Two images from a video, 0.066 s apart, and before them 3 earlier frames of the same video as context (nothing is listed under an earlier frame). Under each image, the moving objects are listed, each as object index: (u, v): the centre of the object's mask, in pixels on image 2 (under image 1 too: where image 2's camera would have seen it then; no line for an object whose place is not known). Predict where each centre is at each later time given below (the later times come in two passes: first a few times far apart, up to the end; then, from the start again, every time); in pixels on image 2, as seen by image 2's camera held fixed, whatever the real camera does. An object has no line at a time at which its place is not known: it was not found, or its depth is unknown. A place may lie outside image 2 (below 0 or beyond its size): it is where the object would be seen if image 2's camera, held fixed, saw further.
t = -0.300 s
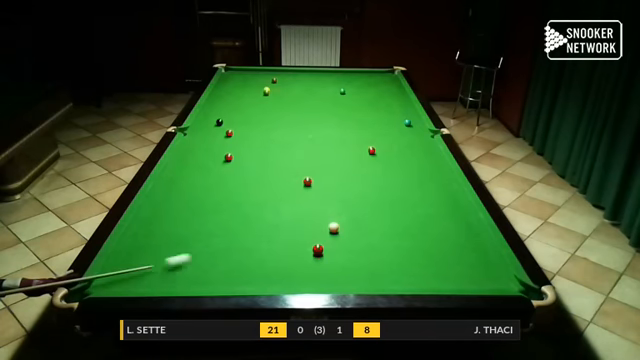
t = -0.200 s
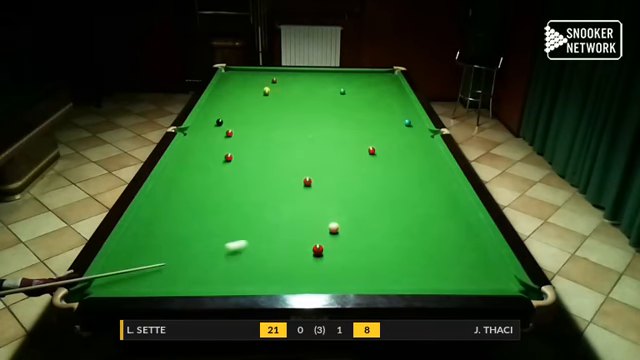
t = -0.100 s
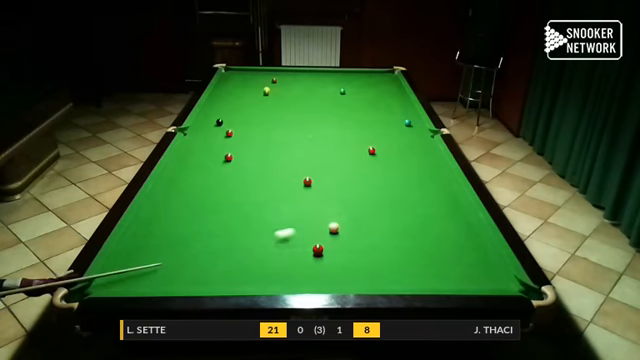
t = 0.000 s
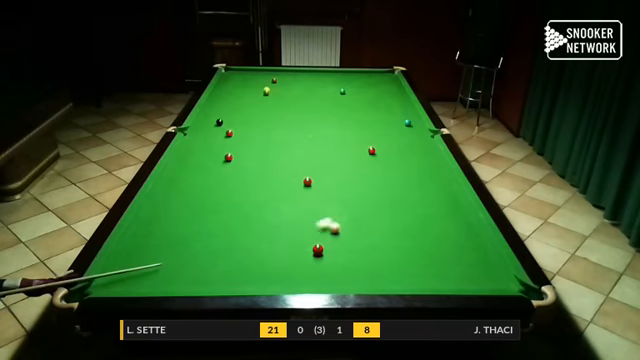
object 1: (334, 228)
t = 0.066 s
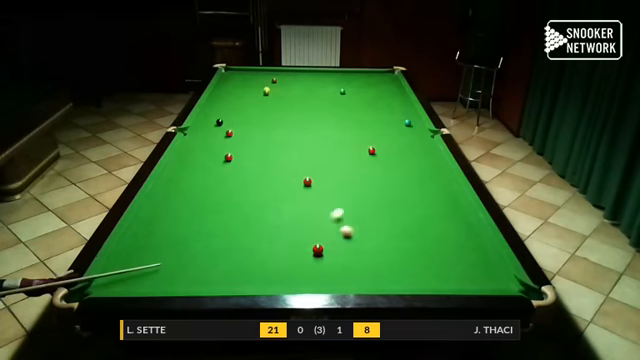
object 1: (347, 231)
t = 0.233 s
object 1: (372, 239)
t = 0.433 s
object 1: (402, 248)
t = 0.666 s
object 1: (439, 259)
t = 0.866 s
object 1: (471, 268)
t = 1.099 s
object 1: (511, 280)
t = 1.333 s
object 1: (517, 287)
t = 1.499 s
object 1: (528, 294)
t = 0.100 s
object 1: (352, 233)
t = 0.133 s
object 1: (357, 234)
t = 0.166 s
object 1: (363, 236)
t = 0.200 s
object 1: (367, 238)
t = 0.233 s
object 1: (372, 239)
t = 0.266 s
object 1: (377, 240)
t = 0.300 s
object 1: (382, 242)
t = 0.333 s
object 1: (387, 243)
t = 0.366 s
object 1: (392, 245)
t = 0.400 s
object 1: (398, 247)
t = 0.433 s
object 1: (402, 248)
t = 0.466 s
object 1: (408, 250)
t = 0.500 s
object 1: (413, 251)
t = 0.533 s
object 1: (418, 253)
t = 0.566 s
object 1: (423, 254)
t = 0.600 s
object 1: (428, 256)
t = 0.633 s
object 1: (434, 257)
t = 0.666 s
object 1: (439, 259)
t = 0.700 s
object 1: (444, 260)
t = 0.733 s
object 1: (450, 262)
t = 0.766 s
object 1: (455, 264)
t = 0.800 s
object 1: (461, 265)
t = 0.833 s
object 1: (466, 267)
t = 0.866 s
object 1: (471, 268)
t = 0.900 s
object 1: (477, 270)
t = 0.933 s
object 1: (482, 272)
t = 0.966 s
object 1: (488, 273)
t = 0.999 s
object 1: (494, 275)
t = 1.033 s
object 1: (499, 276)
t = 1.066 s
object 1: (506, 279)
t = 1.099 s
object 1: (511, 280)
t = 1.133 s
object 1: (514, 282)
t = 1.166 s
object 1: (514, 283)
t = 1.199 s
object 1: (514, 284)
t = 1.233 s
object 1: (514, 286)
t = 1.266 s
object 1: (515, 287)
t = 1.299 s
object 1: (516, 287)
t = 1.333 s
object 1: (517, 287)
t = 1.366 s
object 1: (518, 287)
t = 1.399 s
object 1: (520, 287)
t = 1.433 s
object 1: (522, 289)
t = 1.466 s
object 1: (525, 291)
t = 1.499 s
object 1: (528, 294)
